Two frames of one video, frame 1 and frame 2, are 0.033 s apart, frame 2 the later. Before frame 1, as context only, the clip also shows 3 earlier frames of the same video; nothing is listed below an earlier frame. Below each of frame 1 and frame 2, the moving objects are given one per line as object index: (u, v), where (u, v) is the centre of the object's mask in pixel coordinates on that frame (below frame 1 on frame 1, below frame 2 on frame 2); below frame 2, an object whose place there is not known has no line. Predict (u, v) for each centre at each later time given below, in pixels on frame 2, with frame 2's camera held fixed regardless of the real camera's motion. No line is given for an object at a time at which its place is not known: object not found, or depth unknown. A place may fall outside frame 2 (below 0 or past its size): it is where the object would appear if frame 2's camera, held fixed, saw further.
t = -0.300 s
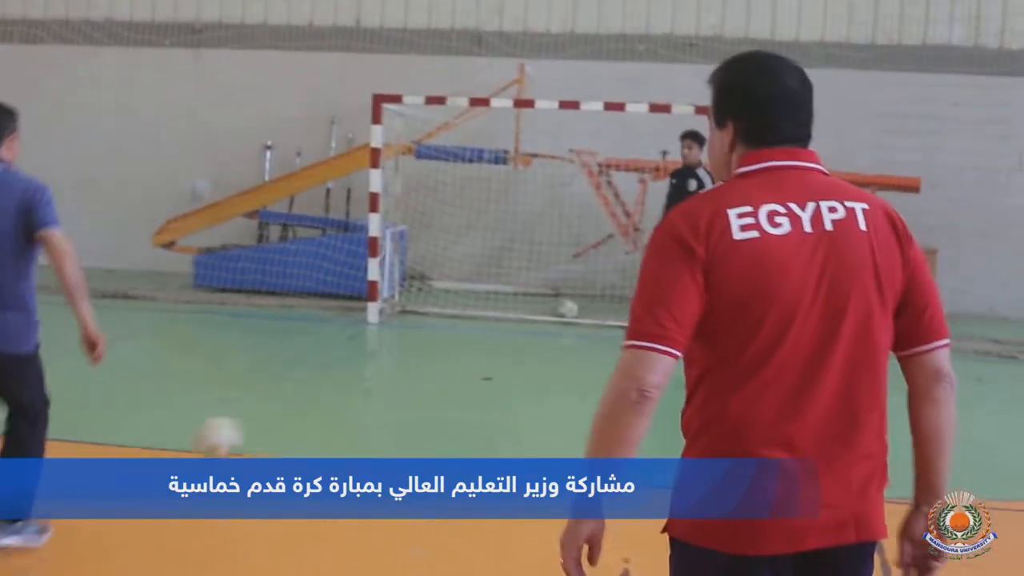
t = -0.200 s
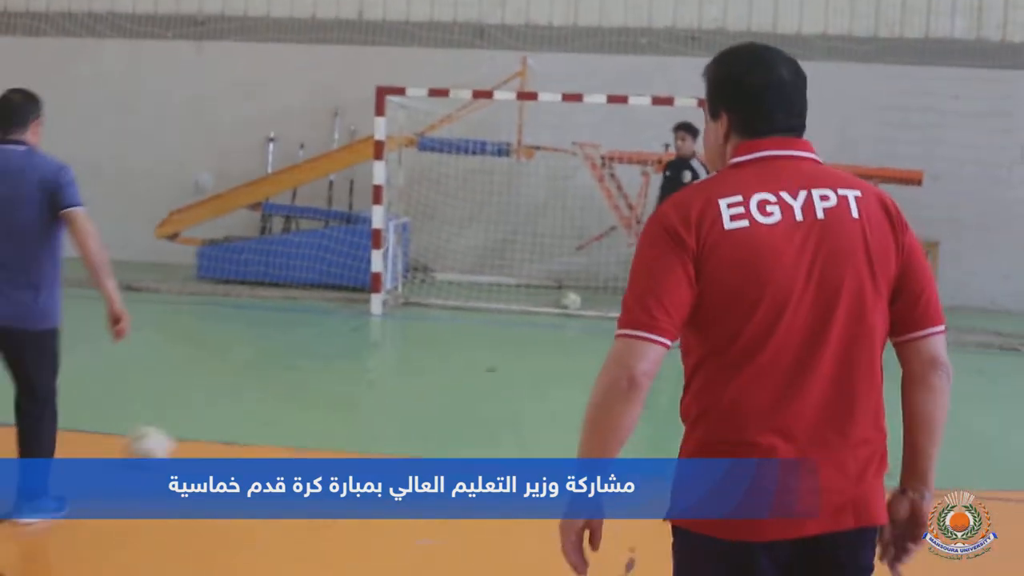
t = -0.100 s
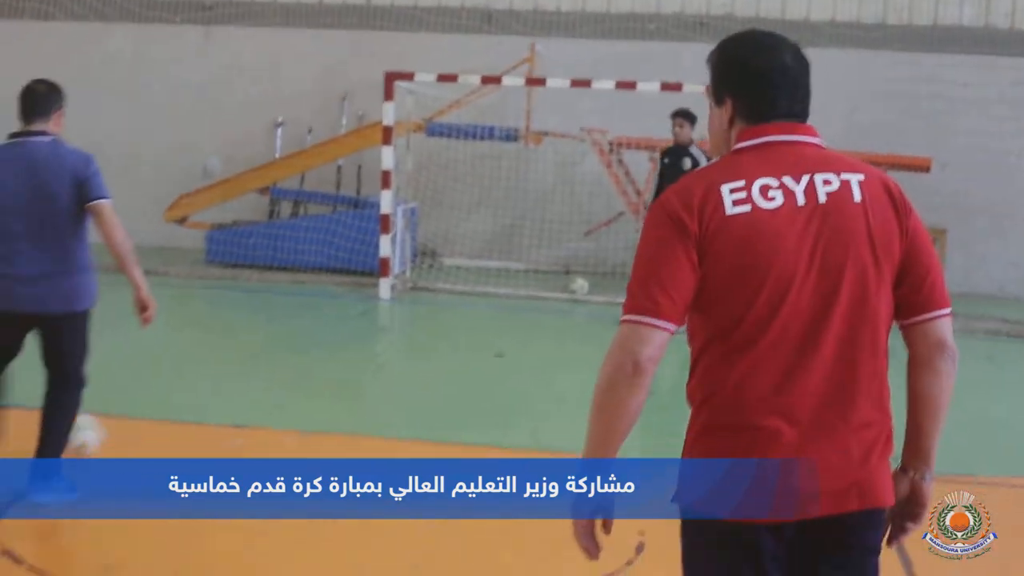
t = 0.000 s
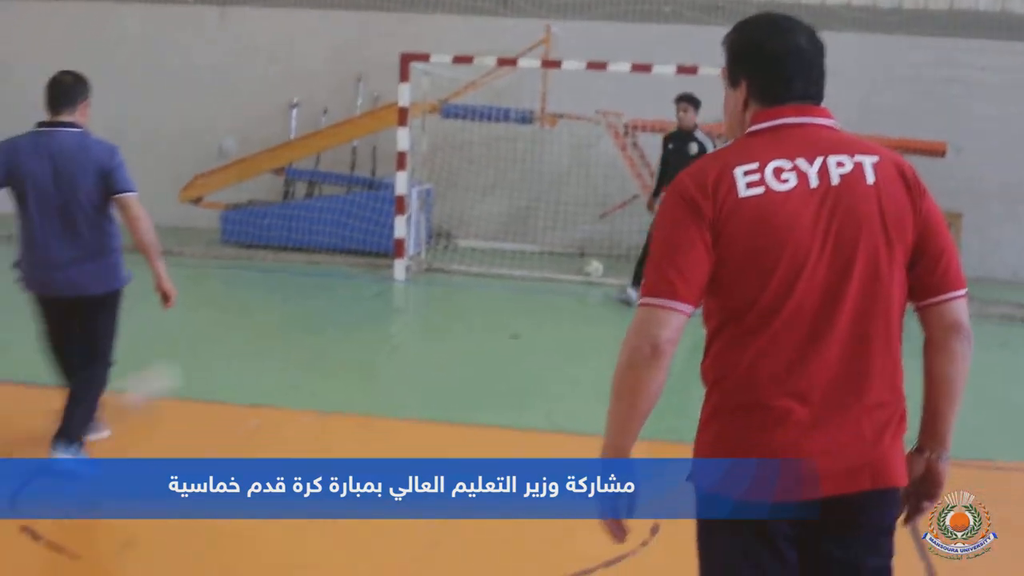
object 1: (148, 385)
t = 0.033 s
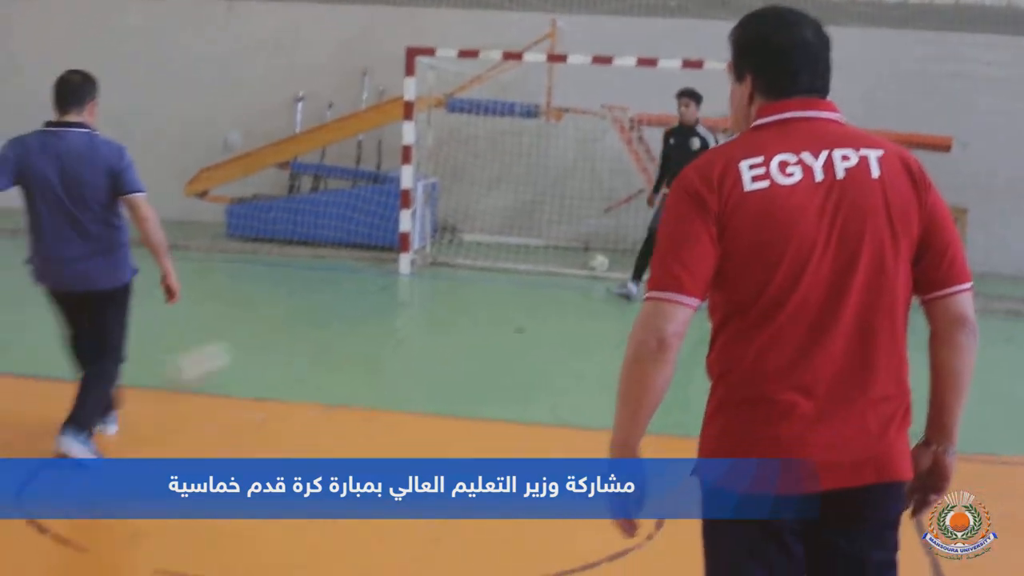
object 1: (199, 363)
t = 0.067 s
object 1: (244, 350)
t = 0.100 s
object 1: (284, 340)
